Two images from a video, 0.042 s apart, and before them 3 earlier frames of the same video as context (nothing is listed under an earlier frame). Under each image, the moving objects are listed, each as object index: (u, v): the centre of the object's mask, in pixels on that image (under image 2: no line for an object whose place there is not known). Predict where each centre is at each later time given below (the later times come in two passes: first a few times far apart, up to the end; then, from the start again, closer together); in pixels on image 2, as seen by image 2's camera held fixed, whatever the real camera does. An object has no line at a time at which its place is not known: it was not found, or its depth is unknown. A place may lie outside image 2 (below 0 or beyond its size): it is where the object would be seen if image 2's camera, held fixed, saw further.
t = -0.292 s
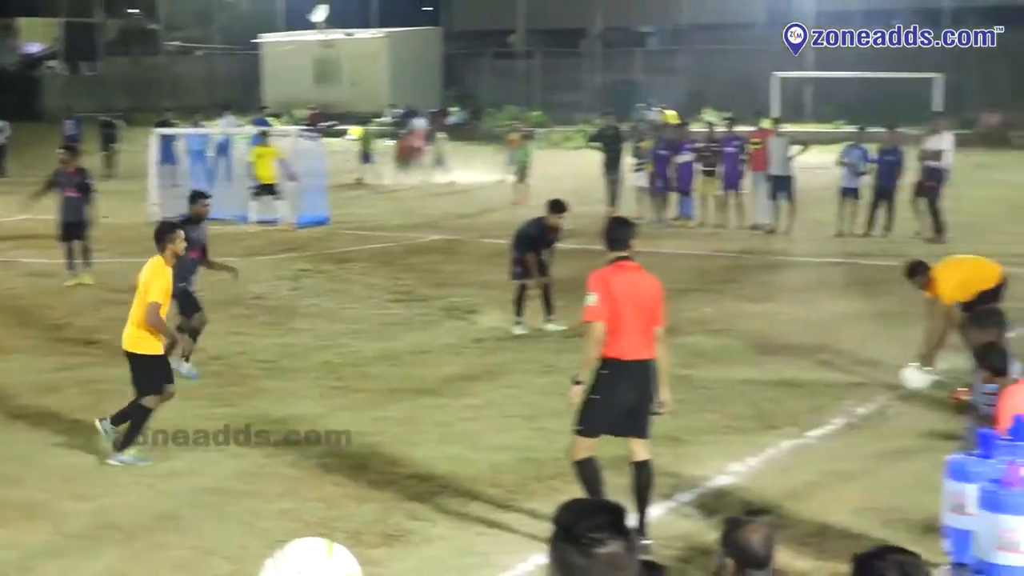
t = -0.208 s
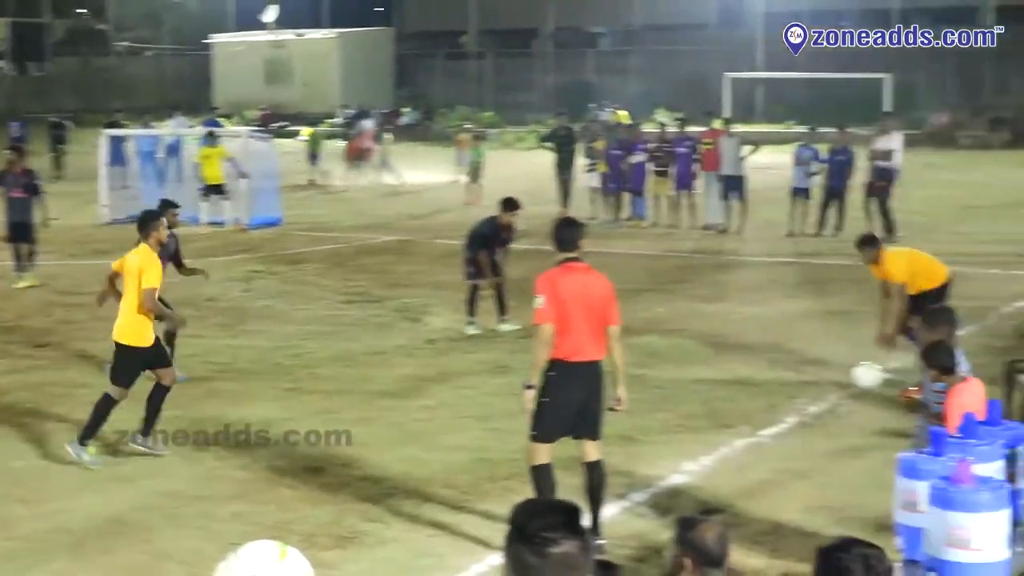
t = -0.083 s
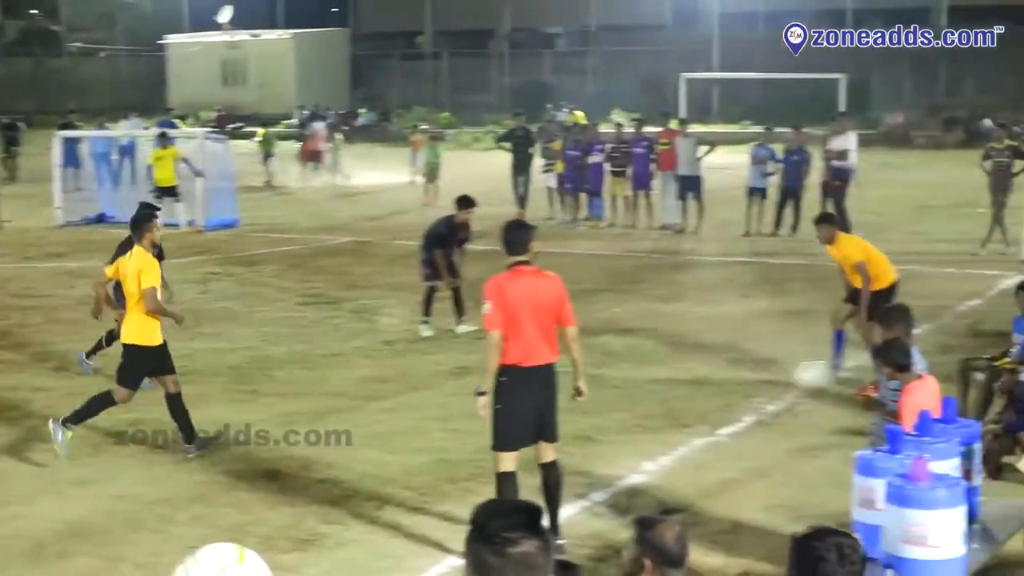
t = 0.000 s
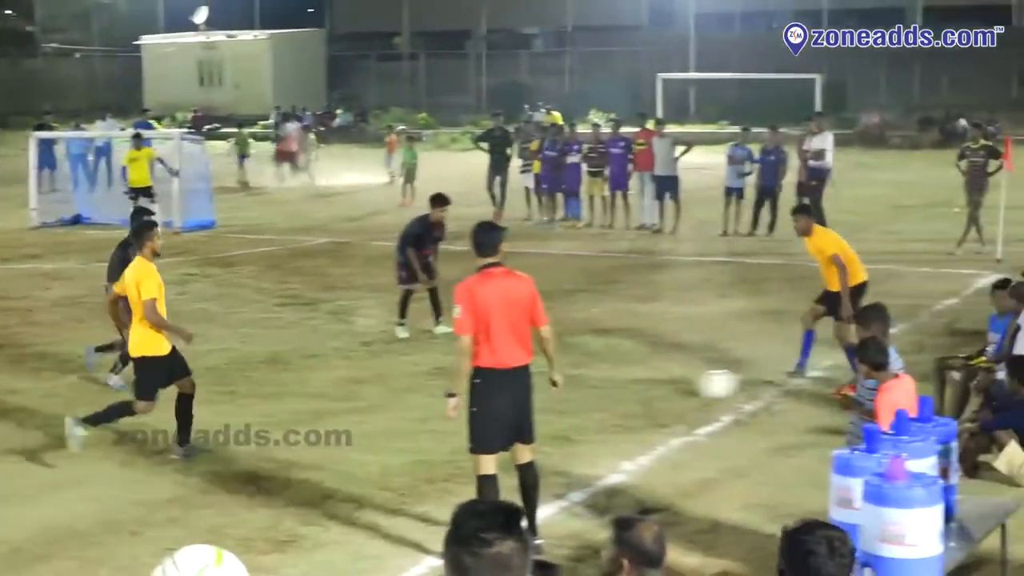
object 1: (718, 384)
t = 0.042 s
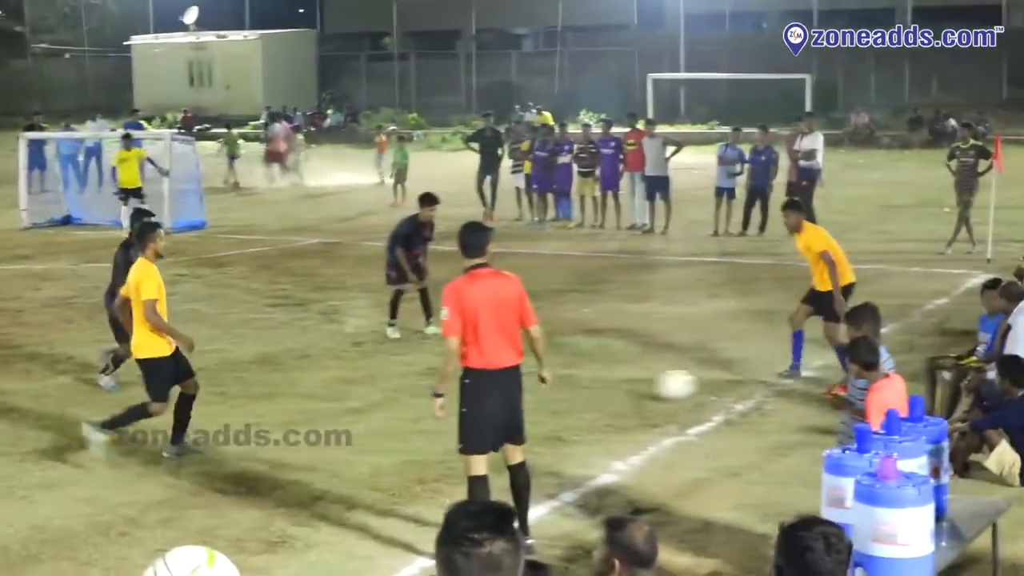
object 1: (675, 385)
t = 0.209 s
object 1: (541, 403)
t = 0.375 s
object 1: (400, 413)
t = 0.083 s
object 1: (643, 386)
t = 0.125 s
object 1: (608, 390)
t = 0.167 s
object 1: (573, 396)
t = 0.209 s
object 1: (541, 403)
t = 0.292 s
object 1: (449, 409)
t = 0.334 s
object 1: (431, 410)
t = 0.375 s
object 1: (400, 413)
